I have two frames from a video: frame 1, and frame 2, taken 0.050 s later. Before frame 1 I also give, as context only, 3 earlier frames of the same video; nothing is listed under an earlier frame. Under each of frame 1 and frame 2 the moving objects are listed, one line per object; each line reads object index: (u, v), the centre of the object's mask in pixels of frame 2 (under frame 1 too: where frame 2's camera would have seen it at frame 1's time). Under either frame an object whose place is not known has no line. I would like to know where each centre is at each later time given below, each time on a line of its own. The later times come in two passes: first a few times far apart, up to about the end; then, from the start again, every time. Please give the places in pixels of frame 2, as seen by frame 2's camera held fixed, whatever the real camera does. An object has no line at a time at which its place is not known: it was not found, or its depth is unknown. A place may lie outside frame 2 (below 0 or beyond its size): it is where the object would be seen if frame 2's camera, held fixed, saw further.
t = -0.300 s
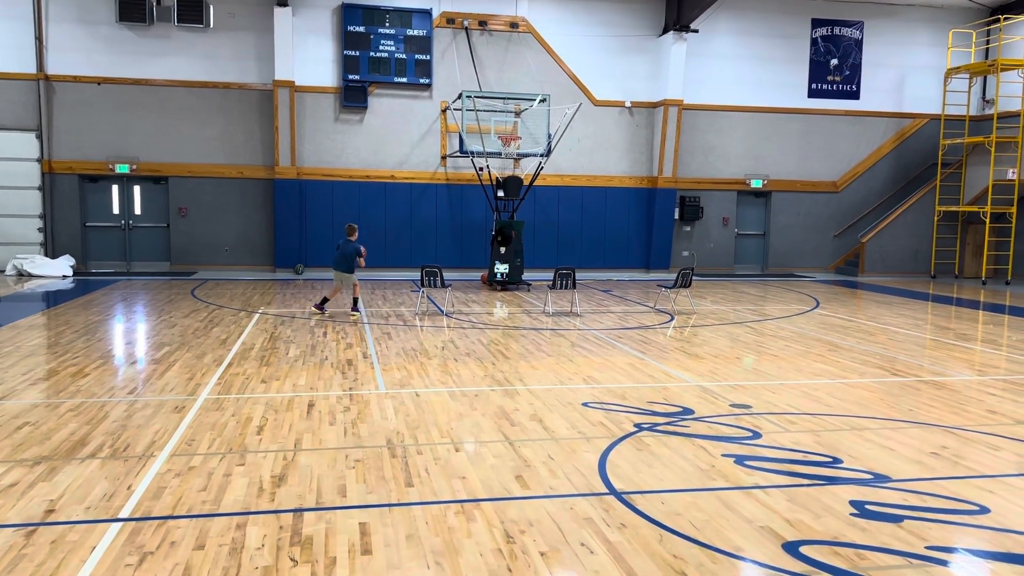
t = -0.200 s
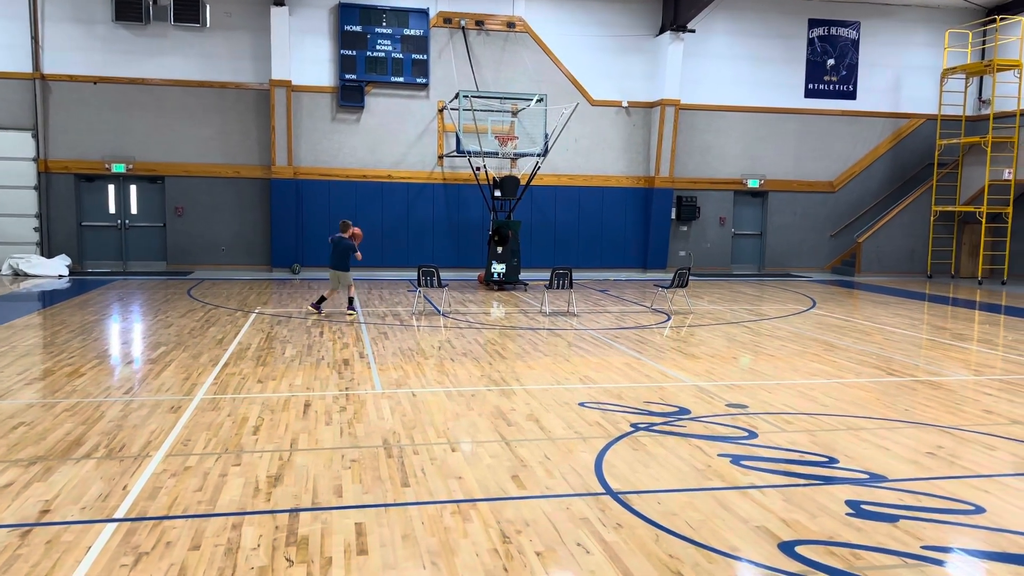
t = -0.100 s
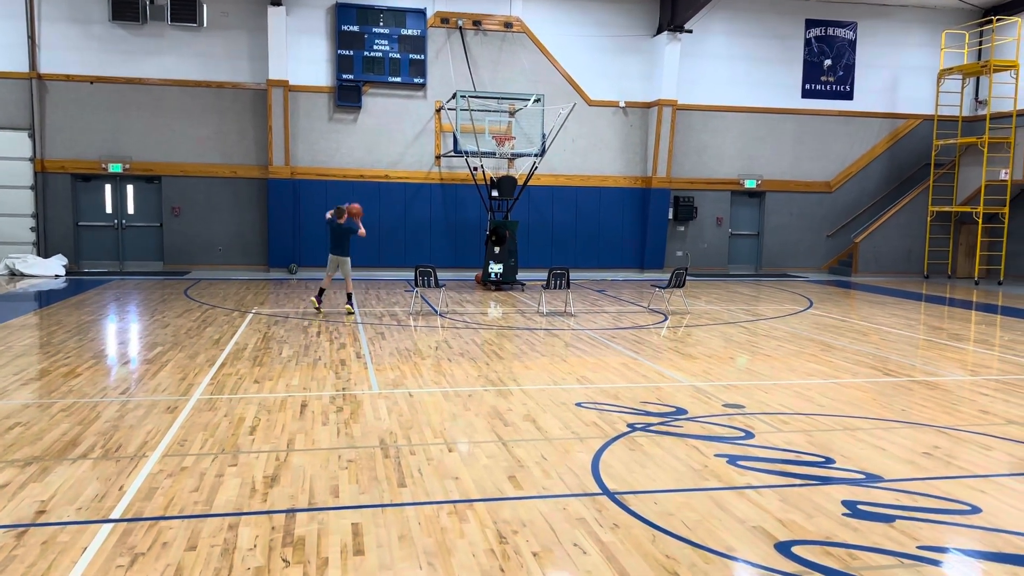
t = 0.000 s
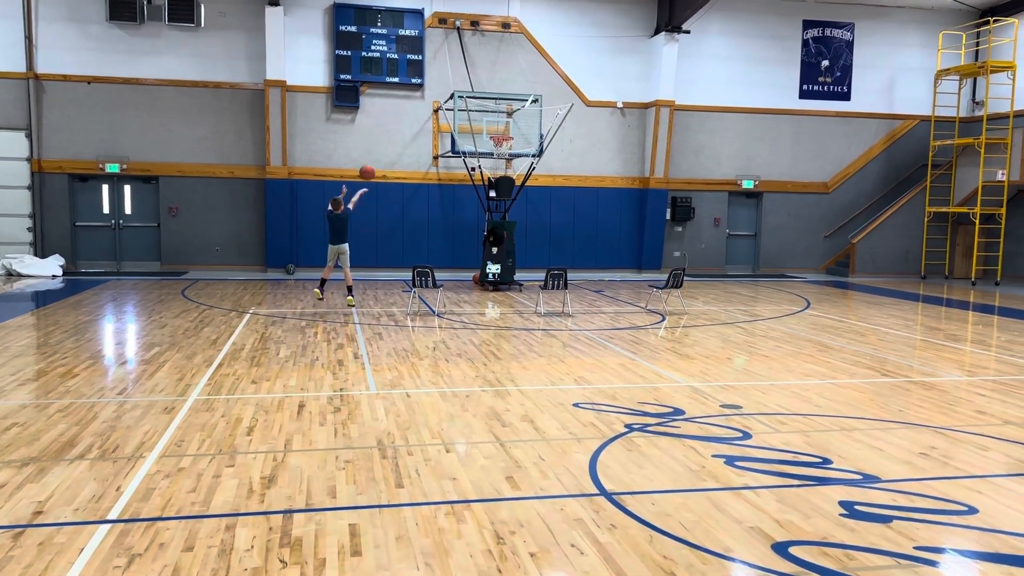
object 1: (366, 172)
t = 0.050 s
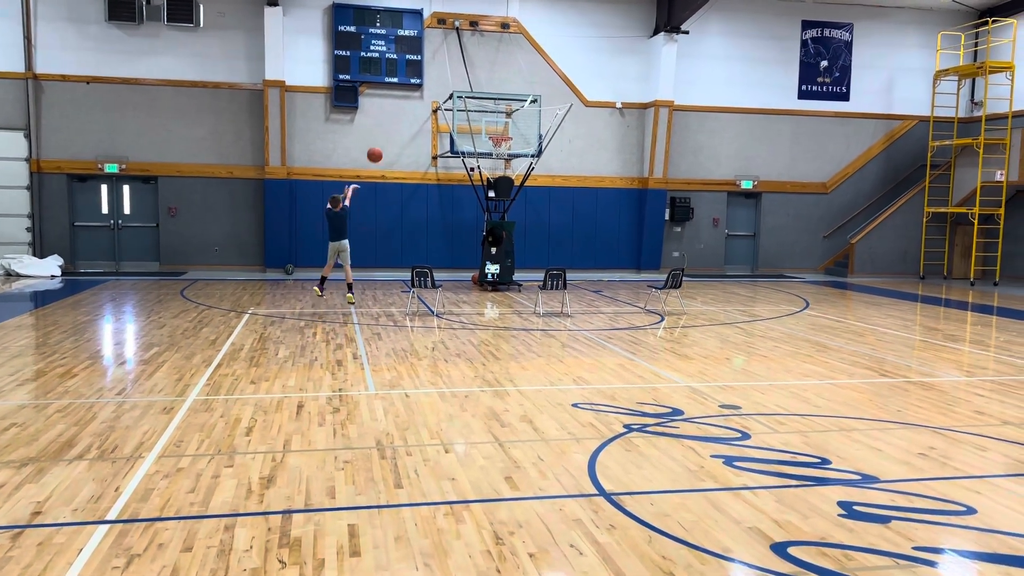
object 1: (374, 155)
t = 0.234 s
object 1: (404, 106)
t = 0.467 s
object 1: (438, 79)
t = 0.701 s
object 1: (467, 85)
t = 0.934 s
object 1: (493, 117)
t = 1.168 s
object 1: (508, 125)
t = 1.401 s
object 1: (521, 133)
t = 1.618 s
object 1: (532, 153)
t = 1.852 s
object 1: (527, 161)
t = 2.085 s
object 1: (497, 163)
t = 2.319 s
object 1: (486, 165)
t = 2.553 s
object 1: (499, 164)
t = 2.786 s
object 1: (511, 167)
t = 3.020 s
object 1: (522, 171)
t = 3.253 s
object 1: (510, 166)
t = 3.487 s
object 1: (498, 167)
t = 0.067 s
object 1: (377, 149)
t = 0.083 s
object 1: (380, 144)
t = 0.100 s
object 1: (383, 138)
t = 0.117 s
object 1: (385, 134)
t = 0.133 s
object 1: (388, 129)
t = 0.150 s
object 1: (391, 125)
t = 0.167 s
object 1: (394, 121)
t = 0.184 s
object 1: (396, 117)
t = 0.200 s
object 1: (399, 113)
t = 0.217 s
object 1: (402, 110)
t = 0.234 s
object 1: (404, 106)
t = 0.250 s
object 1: (407, 103)
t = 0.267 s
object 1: (409, 100)
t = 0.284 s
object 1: (412, 97)
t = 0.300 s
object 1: (414, 95)
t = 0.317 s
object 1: (417, 92)
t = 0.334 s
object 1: (419, 90)
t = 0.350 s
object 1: (422, 89)
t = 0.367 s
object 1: (424, 87)
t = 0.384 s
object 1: (427, 85)
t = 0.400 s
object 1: (429, 83)
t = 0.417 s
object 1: (431, 82)
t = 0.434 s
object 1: (433, 80)
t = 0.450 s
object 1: (436, 80)
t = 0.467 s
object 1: (438, 79)
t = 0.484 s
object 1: (440, 78)
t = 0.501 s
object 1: (442, 78)
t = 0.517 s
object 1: (445, 77)
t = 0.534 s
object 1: (447, 77)
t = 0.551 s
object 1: (449, 77)
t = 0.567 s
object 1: (451, 77)
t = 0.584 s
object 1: (453, 78)
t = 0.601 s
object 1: (455, 78)
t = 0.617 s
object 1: (457, 79)
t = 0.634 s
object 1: (459, 80)
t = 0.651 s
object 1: (461, 81)
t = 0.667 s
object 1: (463, 82)
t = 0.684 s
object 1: (465, 83)
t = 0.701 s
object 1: (467, 85)
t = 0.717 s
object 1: (469, 86)
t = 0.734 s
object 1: (471, 88)
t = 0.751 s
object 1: (473, 89)
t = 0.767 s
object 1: (475, 91)
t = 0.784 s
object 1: (477, 93)
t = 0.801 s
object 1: (479, 96)
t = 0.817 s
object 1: (481, 97)
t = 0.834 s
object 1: (483, 100)
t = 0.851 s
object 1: (484, 103)
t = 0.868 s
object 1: (486, 106)
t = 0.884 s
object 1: (487, 109)
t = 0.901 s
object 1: (490, 111)
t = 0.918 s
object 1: (491, 114)
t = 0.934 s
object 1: (493, 117)
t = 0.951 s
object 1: (495, 120)
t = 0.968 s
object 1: (496, 124)
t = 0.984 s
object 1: (498, 127)
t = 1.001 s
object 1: (499, 131)
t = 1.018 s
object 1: (500, 131)
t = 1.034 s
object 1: (501, 130)
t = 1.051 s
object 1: (502, 128)
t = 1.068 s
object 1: (504, 127)
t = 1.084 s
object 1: (504, 127)
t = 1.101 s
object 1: (505, 126)
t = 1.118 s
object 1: (506, 126)
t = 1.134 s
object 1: (507, 126)
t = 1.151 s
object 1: (508, 125)
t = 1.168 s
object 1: (508, 125)
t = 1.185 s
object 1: (509, 126)
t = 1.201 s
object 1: (510, 126)
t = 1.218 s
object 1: (511, 126)
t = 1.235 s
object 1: (512, 126)
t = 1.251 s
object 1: (513, 127)
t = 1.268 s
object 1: (513, 127)
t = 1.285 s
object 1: (514, 128)
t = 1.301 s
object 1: (515, 130)
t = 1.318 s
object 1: (516, 130)
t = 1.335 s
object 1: (517, 131)
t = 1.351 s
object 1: (518, 131)
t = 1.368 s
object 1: (519, 131)
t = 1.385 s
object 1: (520, 132)
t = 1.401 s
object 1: (521, 133)
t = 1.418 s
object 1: (522, 133)
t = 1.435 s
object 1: (523, 134)
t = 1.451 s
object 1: (523, 135)
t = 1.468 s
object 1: (524, 136)
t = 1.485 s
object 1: (525, 138)
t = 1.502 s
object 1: (526, 139)
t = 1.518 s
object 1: (527, 141)
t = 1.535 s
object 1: (528, 142)
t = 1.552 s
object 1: (529, 144)
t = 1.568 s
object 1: (530, 146)
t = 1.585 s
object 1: (531, 148)
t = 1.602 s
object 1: (532, 151)
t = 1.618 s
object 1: (532, 153)
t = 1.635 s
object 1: (534, 155)
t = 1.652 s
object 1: (534, 157)
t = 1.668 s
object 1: (535, 159)
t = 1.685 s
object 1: (536, 160)
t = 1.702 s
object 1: (536, 161)
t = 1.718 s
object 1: (537, 162)
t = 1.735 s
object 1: (537, 162)
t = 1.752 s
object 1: (536, 162)
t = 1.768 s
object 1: (535, 162)
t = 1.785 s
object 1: (534, 162)
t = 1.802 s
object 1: (532, 162)
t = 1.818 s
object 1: (530, 162)
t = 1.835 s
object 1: (528, 161)
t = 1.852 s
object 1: (527, 161)
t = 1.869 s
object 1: (524, 160)
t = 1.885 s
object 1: (522, 160)
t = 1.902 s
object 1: (520, 159)
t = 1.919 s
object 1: (518, 159)
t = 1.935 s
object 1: (516, 159)
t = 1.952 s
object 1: (514, 159)
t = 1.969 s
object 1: (512, 159)
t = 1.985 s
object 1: (510, 159)
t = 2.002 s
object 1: (508, 159)
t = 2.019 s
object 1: (506, 160)
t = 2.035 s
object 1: (504, 161)
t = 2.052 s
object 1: (502, 161)
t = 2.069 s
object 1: (499, 162)
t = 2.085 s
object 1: (497, 163)
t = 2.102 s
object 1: (495, 165)
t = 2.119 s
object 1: (494, 165)
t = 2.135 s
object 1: (491, 167)
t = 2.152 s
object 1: (489, 168)
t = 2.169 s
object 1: (488, 169)
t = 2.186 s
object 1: (486, 169)
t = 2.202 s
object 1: (486, 169)
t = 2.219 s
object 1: (484, 169)
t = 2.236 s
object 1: (484, 169)
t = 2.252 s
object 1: (484, 168)
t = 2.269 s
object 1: (485, 168)
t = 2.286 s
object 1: (485, 167)
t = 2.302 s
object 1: (485, 166)
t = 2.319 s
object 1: (486, 165)
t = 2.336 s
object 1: (487, 164)
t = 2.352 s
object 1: (488, 164)
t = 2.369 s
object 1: (489, 163)
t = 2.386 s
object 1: (490, 162)
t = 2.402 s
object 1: (491, 162)
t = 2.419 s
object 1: (492, 162)
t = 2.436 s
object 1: (492, 161)
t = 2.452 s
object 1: (493, 161)
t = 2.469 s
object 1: (494, 162)
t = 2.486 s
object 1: (495, 161)
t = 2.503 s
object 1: (496, 162)
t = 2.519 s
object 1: (497, 162)
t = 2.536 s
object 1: (497, 163)
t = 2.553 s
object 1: (499, 164)
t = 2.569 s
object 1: (500, 164)
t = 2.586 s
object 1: (501, 165)
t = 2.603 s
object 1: (501, 165)
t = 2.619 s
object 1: (502, 166)
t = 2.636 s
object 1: (502, 166)
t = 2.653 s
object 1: (504, 166)
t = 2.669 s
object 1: (505, 166)
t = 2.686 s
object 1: (506, 166)
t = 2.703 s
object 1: (507, 167)
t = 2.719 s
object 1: (507, 167)
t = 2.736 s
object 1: (508, 167)
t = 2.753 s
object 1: (509, 167)
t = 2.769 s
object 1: (510, 167)
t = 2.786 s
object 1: (511, 167)
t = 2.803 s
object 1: (512, 167)
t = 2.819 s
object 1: (513, 168)
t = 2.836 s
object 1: (515, 168)
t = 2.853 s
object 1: (516, 168)
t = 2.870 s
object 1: (517, 169)
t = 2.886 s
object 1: (518, 169)
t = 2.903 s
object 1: (519, 170)
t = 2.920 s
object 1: (519, 170)
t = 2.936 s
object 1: (520, 171)
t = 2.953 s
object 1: (521, 171)
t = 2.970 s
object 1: (522, 171)
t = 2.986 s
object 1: (522, 171)
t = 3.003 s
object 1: (522, 172)
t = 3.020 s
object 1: (522, 171)
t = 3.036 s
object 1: (522, 171)
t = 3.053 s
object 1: (522, 171)
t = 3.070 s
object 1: (521, 170)
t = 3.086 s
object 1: (520, 170)
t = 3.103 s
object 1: (519, 169)
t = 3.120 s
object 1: (518, 169)
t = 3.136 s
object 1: (517, 168)
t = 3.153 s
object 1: (516, 167)
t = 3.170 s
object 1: (515, 167)
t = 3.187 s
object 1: (515, 166)
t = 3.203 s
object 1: (513, 166)
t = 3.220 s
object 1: (512, 166)
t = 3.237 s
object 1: (511, 166)
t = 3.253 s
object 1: (510, 166)
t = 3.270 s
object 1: (509, 166)
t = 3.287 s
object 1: (508, 166)
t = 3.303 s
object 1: (506, 167)
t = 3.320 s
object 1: (505, 167)
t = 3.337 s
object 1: (505, 167)
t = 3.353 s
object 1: (503, 167)
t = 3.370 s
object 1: (503, 168)
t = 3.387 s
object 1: (502, 168)
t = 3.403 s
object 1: (501, 168)
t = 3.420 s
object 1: (500, 168)
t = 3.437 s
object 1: (499, 168)
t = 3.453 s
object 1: (499, 168)
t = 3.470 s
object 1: (498, 167)
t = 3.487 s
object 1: (498, 167)
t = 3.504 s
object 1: (497, 167)
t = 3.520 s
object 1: (497, 167)
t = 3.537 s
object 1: (497, 167)
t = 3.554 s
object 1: (497, 167)
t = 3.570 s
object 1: (496, 167)
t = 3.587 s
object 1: (496, 168)
